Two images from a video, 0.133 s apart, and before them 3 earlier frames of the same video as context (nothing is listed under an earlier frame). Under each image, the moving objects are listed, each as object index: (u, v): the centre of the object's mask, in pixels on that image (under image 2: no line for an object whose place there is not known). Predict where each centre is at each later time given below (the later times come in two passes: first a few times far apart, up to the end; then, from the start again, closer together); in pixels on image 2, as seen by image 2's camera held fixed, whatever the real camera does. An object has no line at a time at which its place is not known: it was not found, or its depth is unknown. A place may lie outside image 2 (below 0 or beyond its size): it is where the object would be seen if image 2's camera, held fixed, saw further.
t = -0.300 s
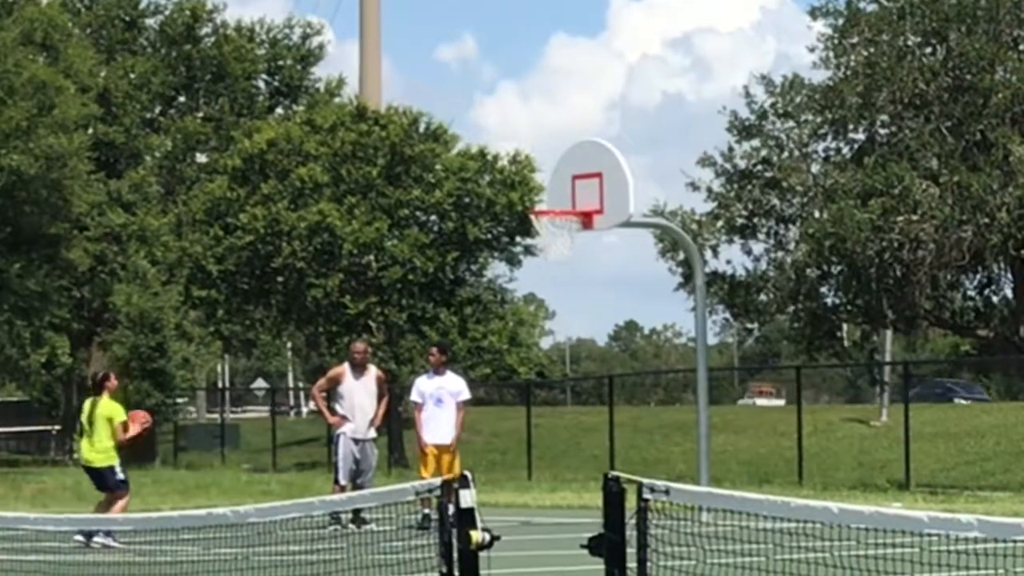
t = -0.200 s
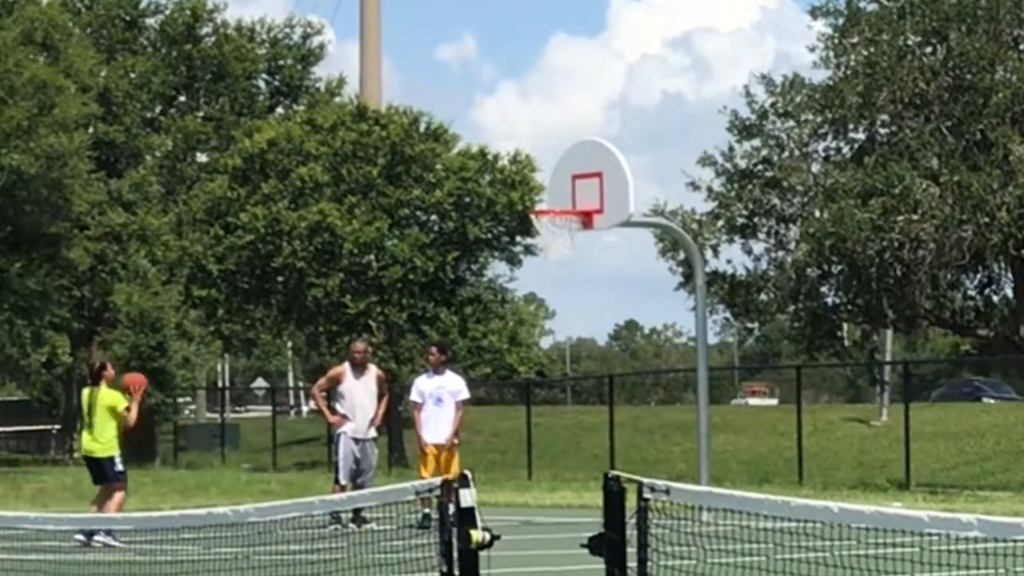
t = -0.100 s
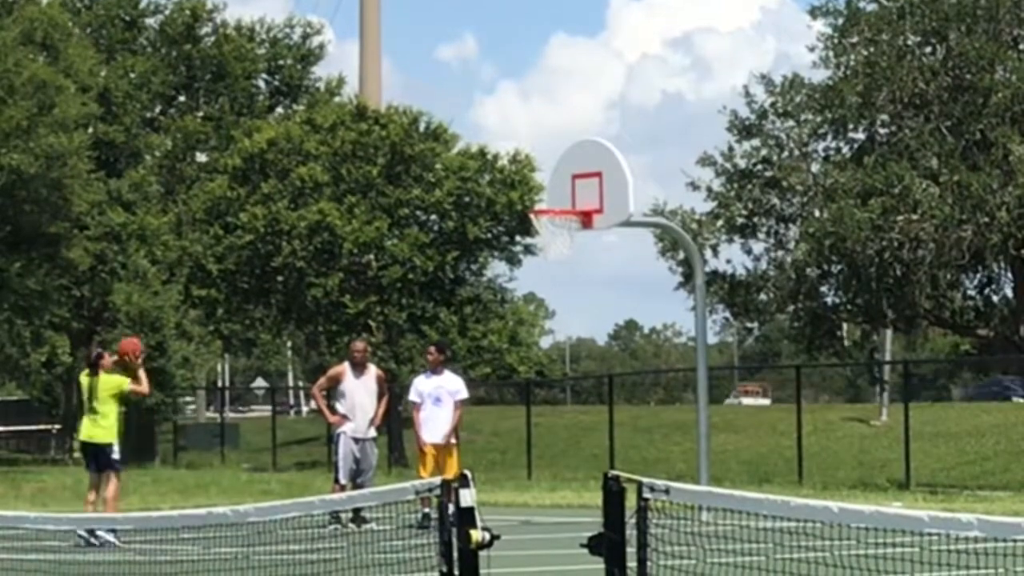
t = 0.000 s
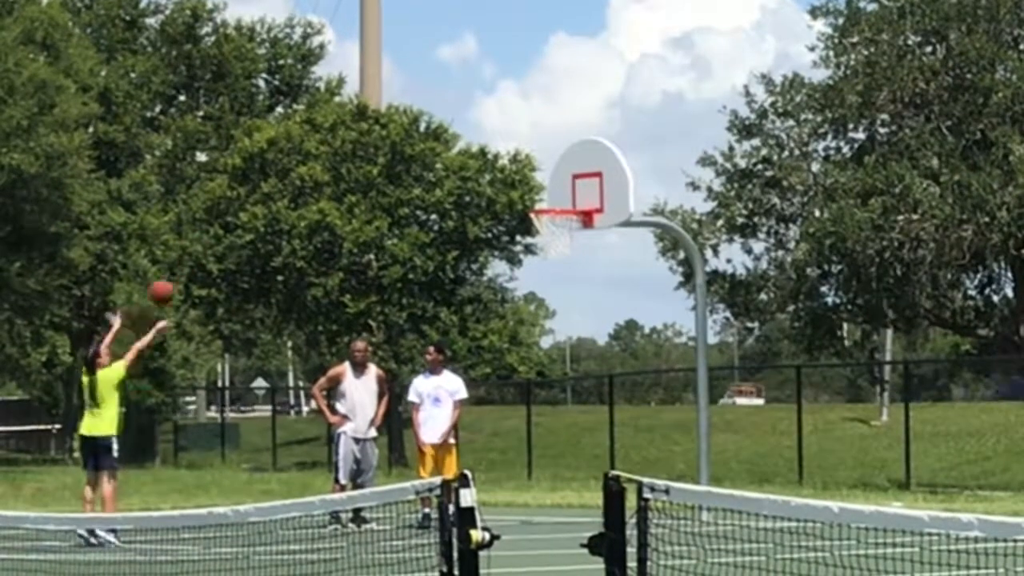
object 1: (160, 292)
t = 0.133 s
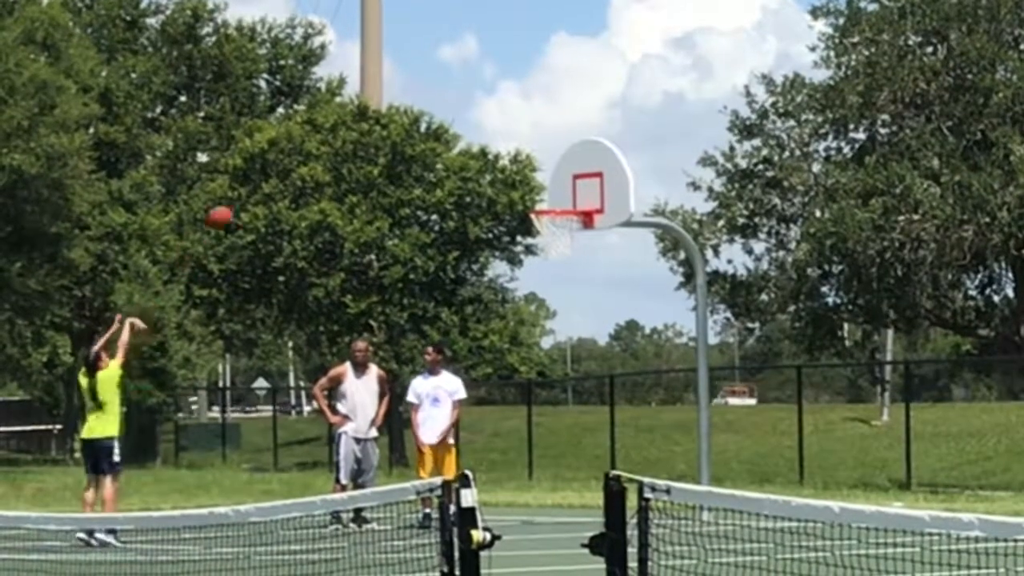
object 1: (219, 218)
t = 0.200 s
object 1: (249, 190)
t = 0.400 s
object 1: (334, 131)
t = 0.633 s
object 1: (431, 120)
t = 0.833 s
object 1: (512, 153)
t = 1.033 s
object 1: (555, 196)
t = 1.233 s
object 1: (471, 181)
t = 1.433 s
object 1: (388, 207)
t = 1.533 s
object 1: (350, 233)
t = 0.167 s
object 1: (235, 203)
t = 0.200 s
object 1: (249, 190)
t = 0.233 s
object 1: (265, 175)
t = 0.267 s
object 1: (278, 163)
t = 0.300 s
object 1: (292, 154)
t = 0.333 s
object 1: (306, 144)
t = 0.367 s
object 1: (321, 138)
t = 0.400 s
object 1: (334, 131)
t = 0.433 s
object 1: (349, 126)
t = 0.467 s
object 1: (363, 123)
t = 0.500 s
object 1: (376, 120)
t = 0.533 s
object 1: (387, 118)
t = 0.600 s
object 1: (417, 117)
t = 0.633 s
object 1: (431, 120)
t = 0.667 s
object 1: (445, 123)
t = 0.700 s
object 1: (459, 127)
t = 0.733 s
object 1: (472, 132)
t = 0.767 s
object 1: (485, 138)
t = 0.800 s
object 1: (499, 144)
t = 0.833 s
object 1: (512, 153)
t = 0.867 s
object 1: (524, 162)
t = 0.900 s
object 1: (538, 172)
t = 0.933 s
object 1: (551, 184)
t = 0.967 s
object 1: (564, 197)
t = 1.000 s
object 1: (569, 200)
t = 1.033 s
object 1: (555, 196)
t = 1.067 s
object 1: (542, 191)
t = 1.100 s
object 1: (528, 186)
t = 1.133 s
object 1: (514, 184)
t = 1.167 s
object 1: (500, 182)
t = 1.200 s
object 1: (485, 181)
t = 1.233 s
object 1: (471, 181)
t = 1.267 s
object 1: (458, 182)
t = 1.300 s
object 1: (447, 184)
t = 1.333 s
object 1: (429, 188)
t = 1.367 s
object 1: (417, 193)
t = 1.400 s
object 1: (403, 198)
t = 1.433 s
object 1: (388, 207)
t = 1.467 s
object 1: (376, 214)
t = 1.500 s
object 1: (362, 224)
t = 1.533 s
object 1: (350, 233)
